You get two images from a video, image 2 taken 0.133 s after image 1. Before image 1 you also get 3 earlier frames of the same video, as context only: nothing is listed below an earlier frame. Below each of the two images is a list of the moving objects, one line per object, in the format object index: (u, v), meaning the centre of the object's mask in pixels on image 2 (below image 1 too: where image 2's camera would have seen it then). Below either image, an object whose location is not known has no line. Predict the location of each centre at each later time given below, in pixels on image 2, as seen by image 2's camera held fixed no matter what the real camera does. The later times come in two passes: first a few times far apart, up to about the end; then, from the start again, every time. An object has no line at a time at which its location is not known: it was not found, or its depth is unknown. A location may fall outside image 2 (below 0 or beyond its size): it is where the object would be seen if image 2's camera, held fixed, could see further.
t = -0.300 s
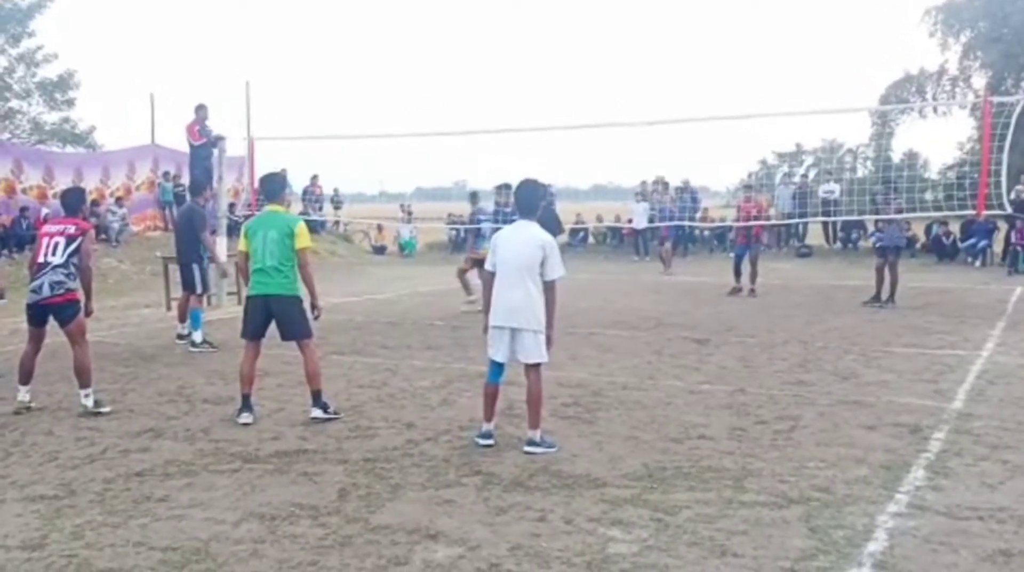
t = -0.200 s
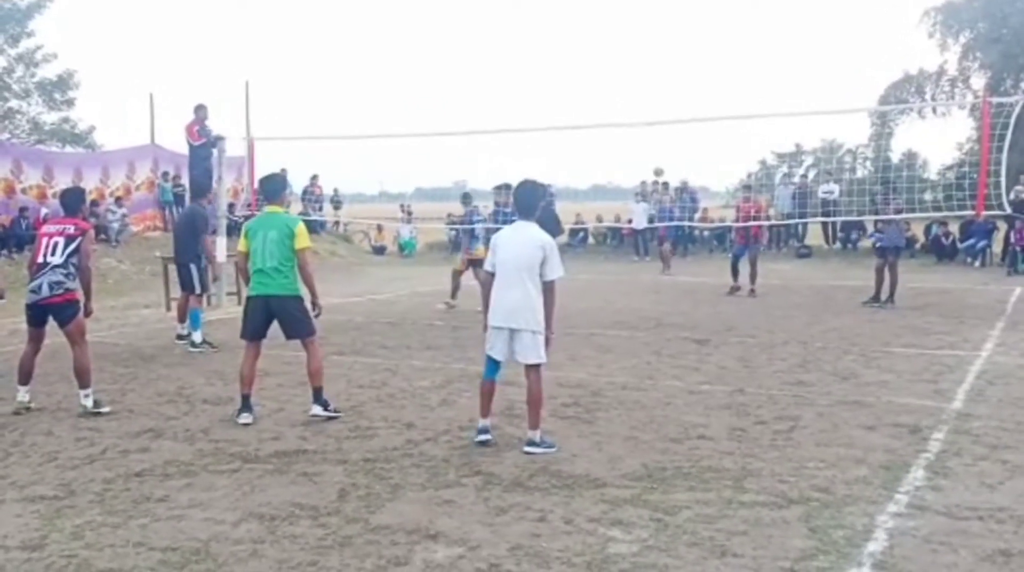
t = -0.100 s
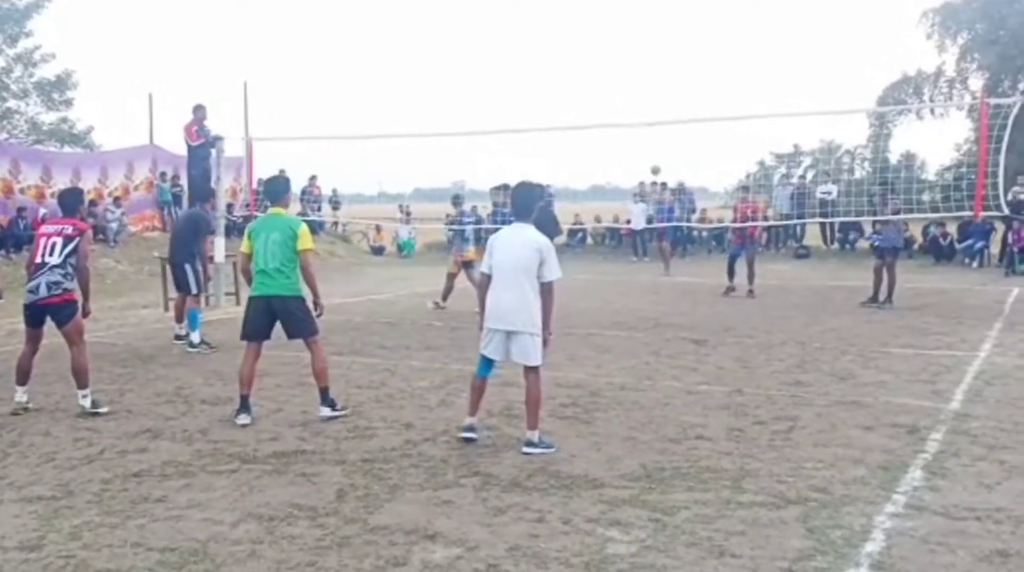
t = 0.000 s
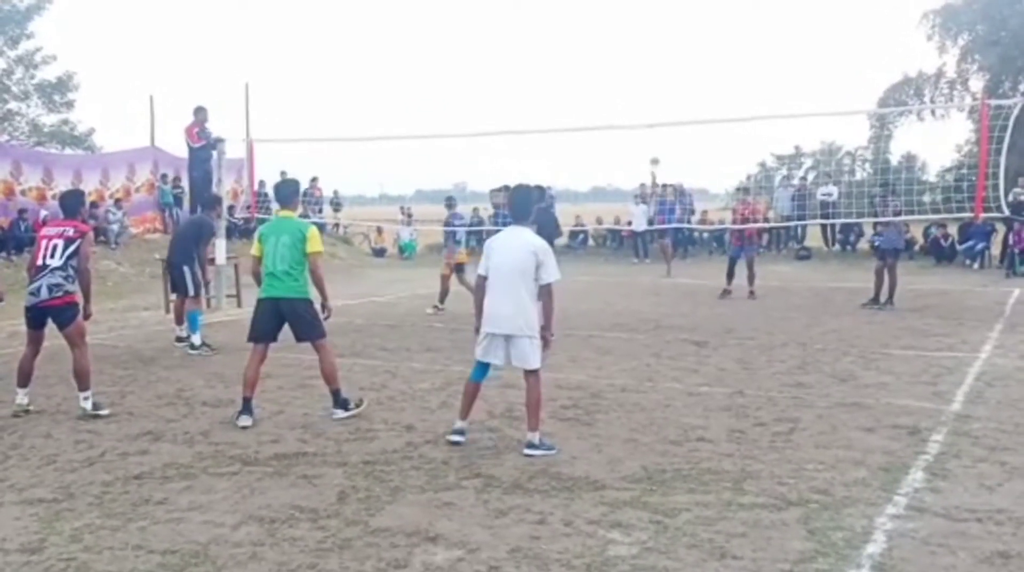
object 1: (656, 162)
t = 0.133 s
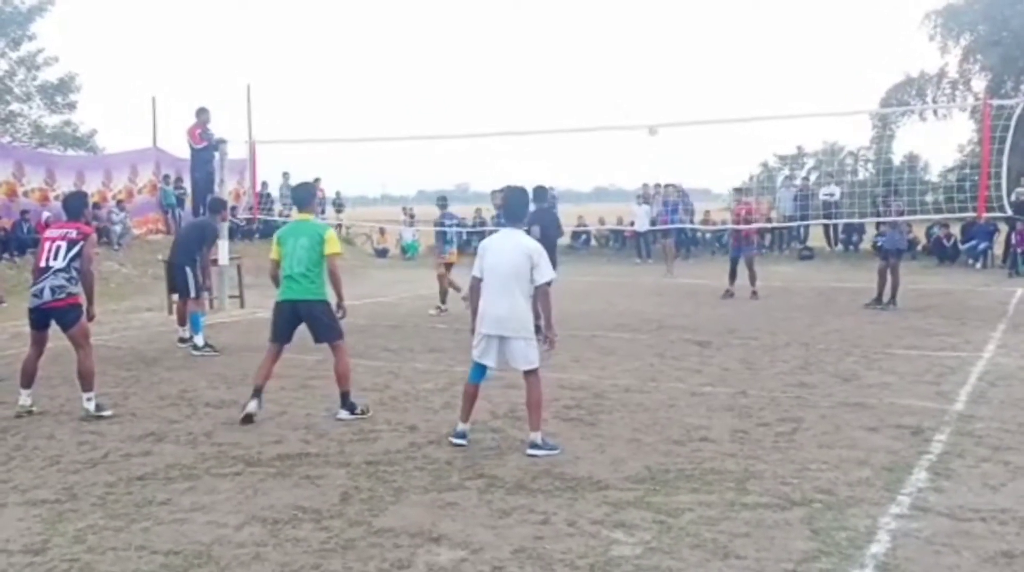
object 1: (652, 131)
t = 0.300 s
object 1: (652, 100)
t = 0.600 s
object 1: (649, 72)
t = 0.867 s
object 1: (644, 109)
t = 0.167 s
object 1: (652, 121)
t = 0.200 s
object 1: (652, 117)
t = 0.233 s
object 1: (652, 111)
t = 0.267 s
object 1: (652, 105)
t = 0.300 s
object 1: (652, 100)
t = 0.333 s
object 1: (651, 95)
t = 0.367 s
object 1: (651, 90)
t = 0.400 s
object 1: (651, 86)
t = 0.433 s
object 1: (651, 82)
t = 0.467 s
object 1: (651, 78)
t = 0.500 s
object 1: (650, 76)
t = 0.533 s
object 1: (649, 74)
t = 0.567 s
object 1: (649, 73)
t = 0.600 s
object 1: (649, 72)
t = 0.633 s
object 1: (648, 73)
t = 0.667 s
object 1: (648, 74)
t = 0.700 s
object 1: (648, 77)
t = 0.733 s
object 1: (647, 81)
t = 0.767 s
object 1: (646, 86)
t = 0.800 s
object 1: (645, 93)
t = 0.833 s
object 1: (644, 101)
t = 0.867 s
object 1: (644, 109)
